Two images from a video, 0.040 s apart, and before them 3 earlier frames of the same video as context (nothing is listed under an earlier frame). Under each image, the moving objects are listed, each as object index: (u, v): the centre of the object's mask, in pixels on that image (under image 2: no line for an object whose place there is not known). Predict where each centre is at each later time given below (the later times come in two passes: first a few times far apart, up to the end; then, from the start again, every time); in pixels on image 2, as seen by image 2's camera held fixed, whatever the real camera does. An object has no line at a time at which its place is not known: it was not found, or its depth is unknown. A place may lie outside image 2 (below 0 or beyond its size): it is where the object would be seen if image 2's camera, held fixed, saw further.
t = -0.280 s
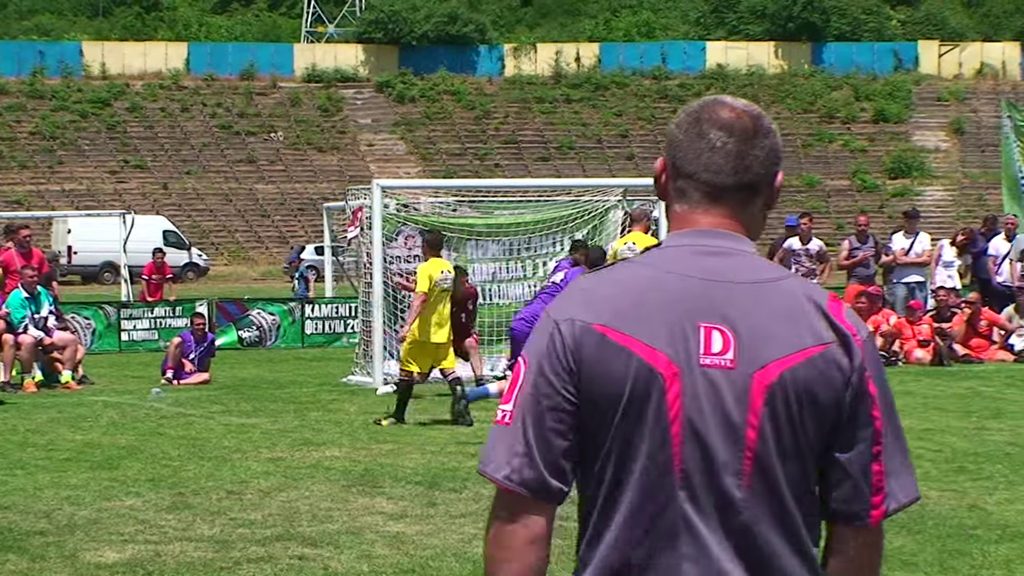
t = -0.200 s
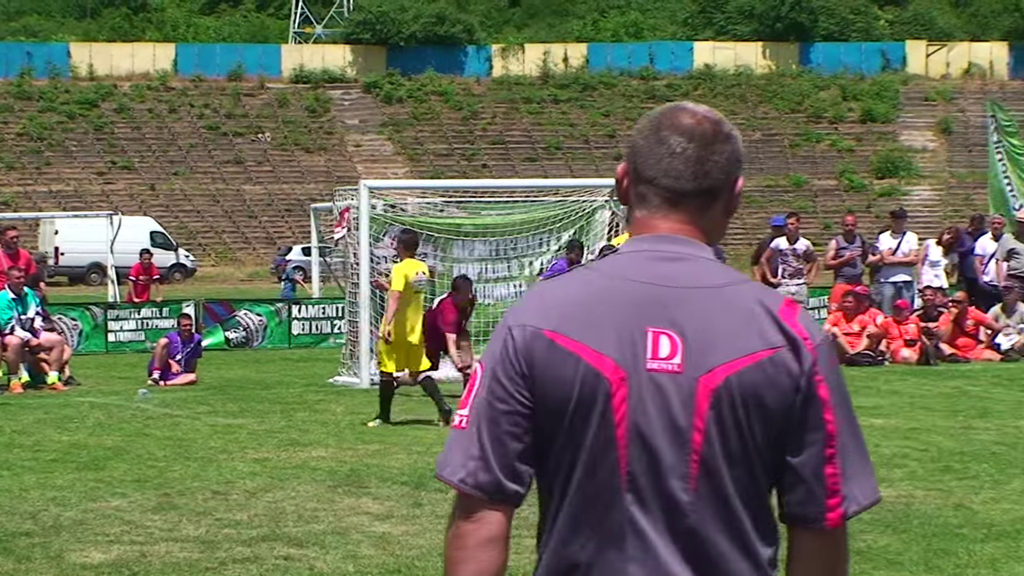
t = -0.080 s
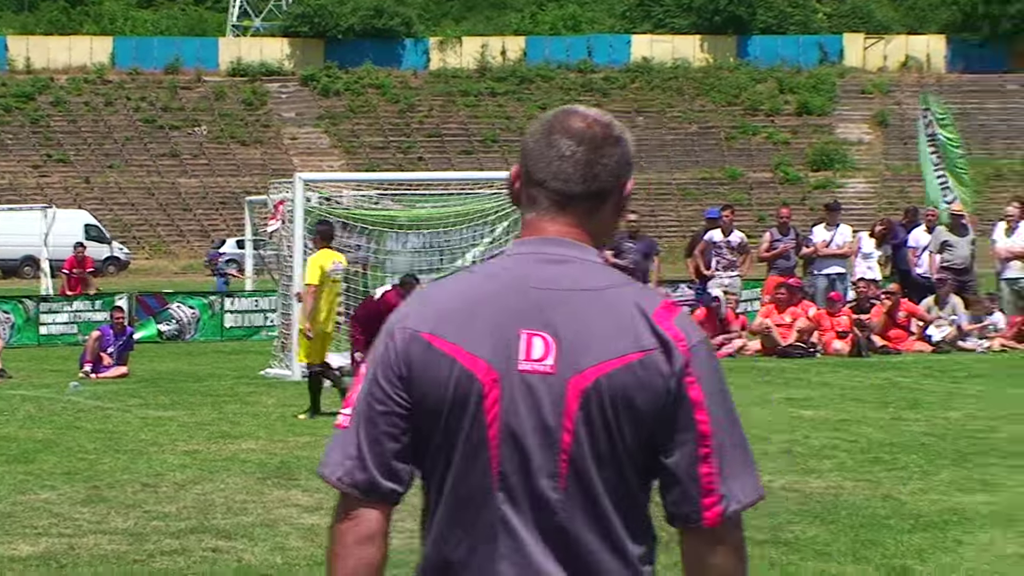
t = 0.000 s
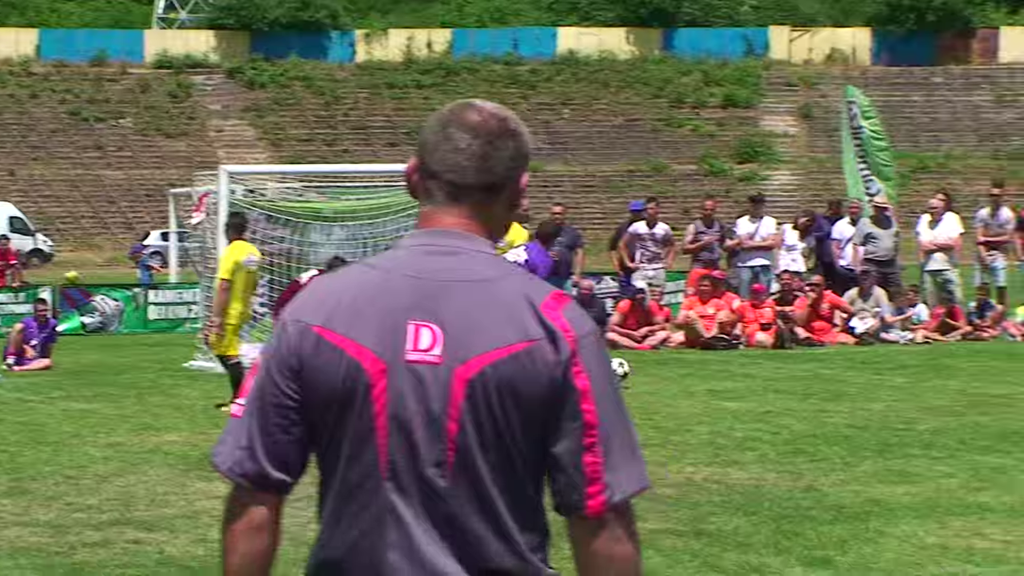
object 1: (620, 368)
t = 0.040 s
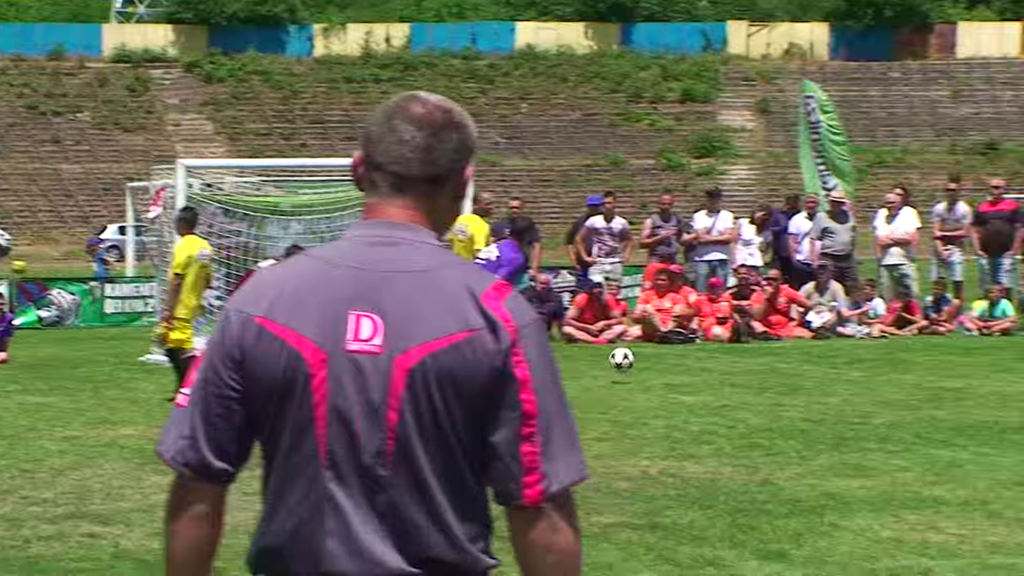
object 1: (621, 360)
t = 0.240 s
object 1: (859, 371)
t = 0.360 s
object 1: (988, 364)
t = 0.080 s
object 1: (667, 357)
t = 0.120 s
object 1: (714, 357)
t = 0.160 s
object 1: (762, 359)
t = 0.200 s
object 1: (811, 363)
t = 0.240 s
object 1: (859, 371)
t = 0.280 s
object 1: (907, 374)
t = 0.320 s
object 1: (947, 368)
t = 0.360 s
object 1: (988, 364)
